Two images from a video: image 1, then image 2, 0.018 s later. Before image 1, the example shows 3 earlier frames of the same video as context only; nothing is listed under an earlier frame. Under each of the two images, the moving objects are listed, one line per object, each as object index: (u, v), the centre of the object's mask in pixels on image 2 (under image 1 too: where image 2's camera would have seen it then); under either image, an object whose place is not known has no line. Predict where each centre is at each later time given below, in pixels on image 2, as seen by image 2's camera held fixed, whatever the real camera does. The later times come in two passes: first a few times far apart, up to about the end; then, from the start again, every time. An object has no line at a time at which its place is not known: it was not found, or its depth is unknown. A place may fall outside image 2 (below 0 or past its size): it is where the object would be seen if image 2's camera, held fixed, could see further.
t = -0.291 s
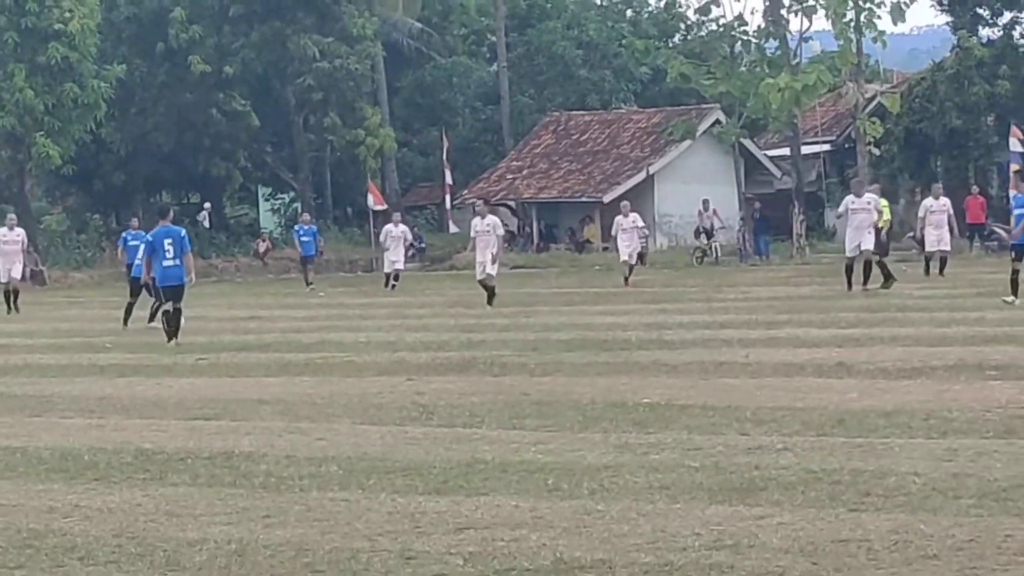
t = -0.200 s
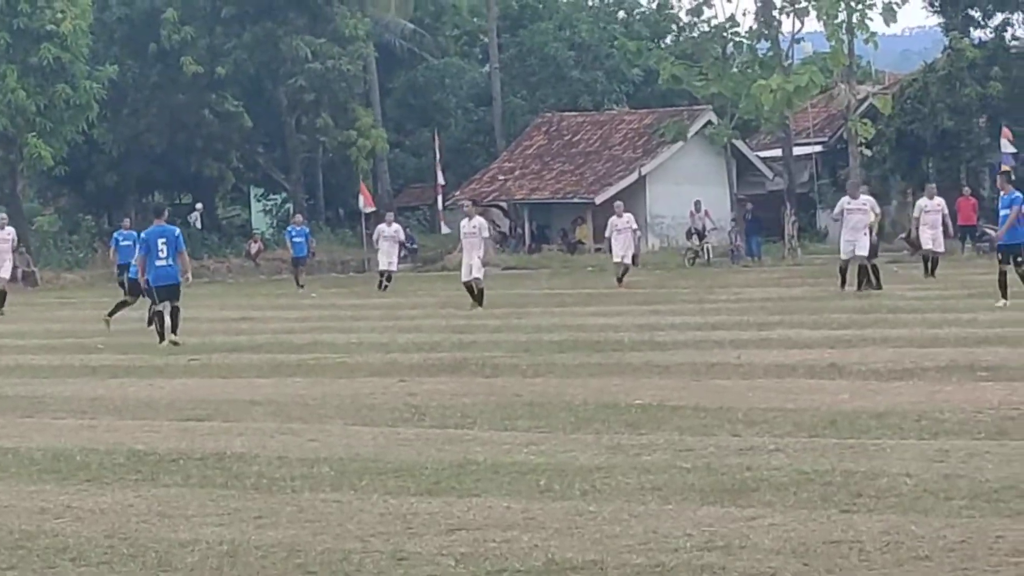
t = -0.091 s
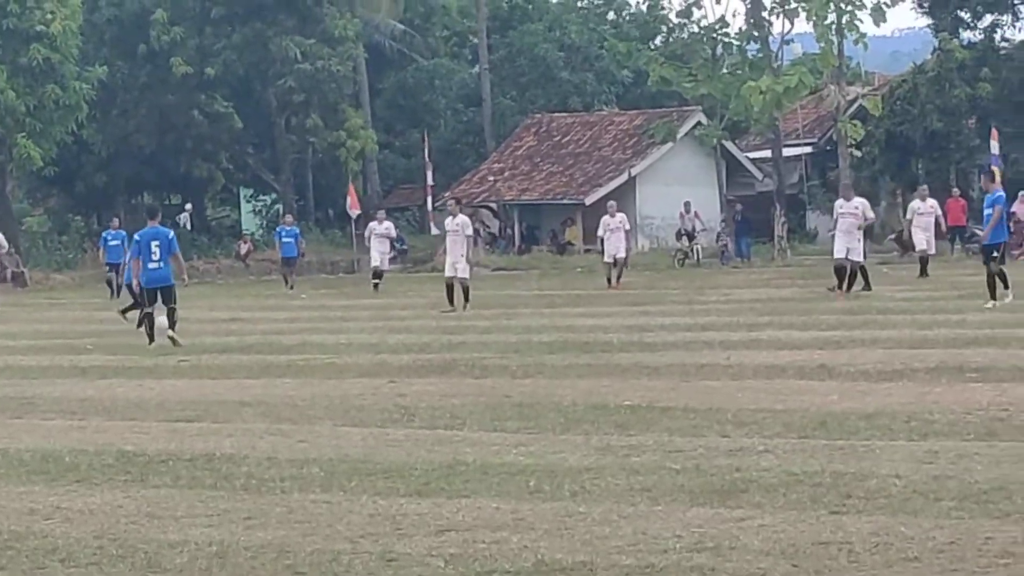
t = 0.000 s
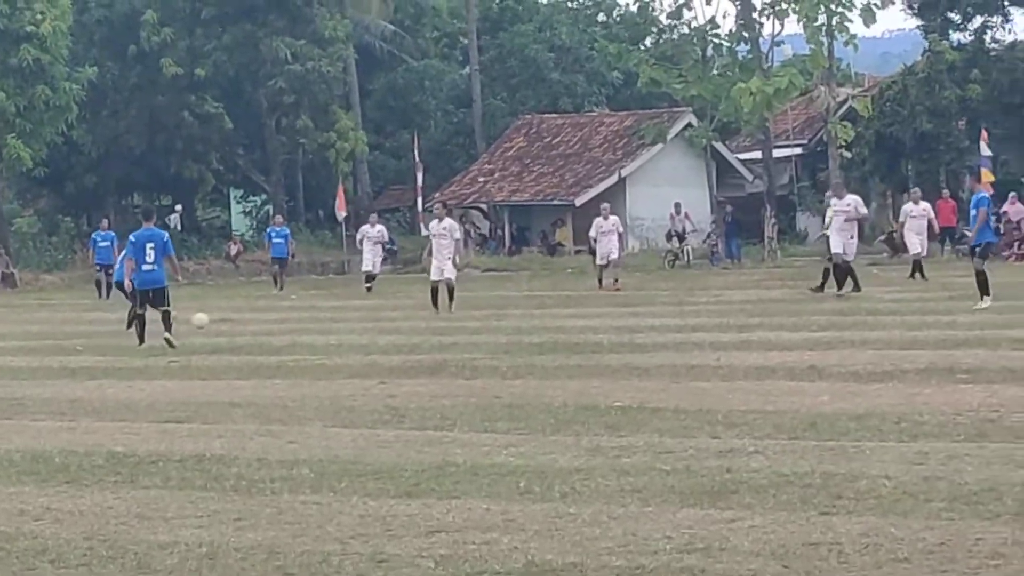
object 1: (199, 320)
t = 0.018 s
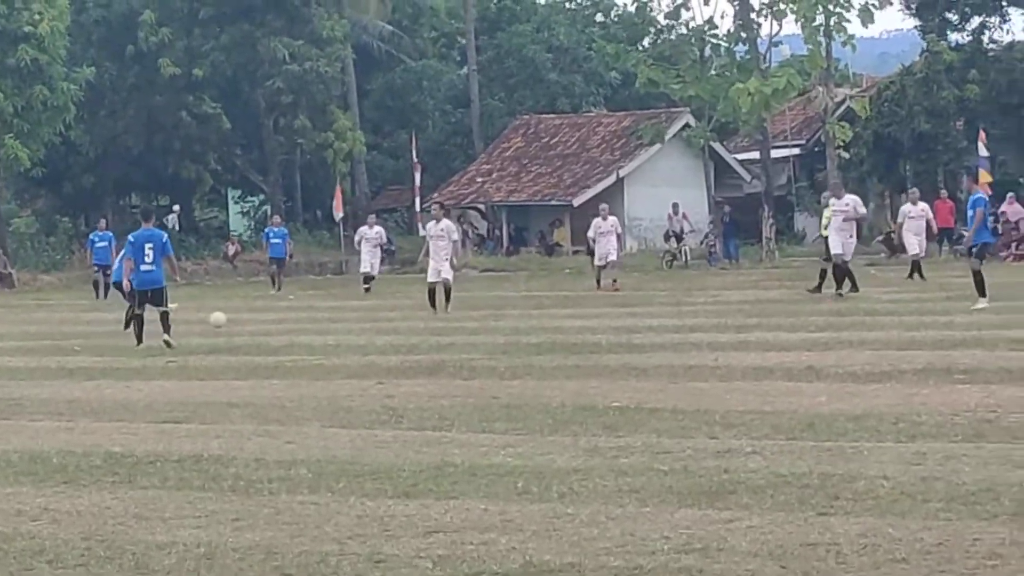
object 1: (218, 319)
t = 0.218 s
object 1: (428, 314)
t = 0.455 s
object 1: (653, 306)
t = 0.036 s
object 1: (237, 319)
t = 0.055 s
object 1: (257, 319)
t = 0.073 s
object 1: (277, 319)
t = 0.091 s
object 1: (296, 319)
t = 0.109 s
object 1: (315, 320)
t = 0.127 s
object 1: (337, 320)
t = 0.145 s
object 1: (356, 320)
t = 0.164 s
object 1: (374, 319)
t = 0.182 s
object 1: (391, 317)
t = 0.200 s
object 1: (409, 316)
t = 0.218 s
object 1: (428, 314)
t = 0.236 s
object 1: (446, 312)
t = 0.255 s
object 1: (464, 312)
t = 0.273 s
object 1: (482, 311)
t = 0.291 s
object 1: (500, 311)
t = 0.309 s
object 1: (518, 311)
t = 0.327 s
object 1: (536, 311)
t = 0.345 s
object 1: (555, 312)
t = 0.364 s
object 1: (573, 313)
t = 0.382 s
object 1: (589, 312)
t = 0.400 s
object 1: (605, 310)
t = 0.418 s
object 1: (621, 308)
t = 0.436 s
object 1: (637, 307)
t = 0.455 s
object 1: (653, 306)
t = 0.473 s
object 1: (668, 305)
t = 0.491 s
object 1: (684, 305)
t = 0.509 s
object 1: (700, 305)
